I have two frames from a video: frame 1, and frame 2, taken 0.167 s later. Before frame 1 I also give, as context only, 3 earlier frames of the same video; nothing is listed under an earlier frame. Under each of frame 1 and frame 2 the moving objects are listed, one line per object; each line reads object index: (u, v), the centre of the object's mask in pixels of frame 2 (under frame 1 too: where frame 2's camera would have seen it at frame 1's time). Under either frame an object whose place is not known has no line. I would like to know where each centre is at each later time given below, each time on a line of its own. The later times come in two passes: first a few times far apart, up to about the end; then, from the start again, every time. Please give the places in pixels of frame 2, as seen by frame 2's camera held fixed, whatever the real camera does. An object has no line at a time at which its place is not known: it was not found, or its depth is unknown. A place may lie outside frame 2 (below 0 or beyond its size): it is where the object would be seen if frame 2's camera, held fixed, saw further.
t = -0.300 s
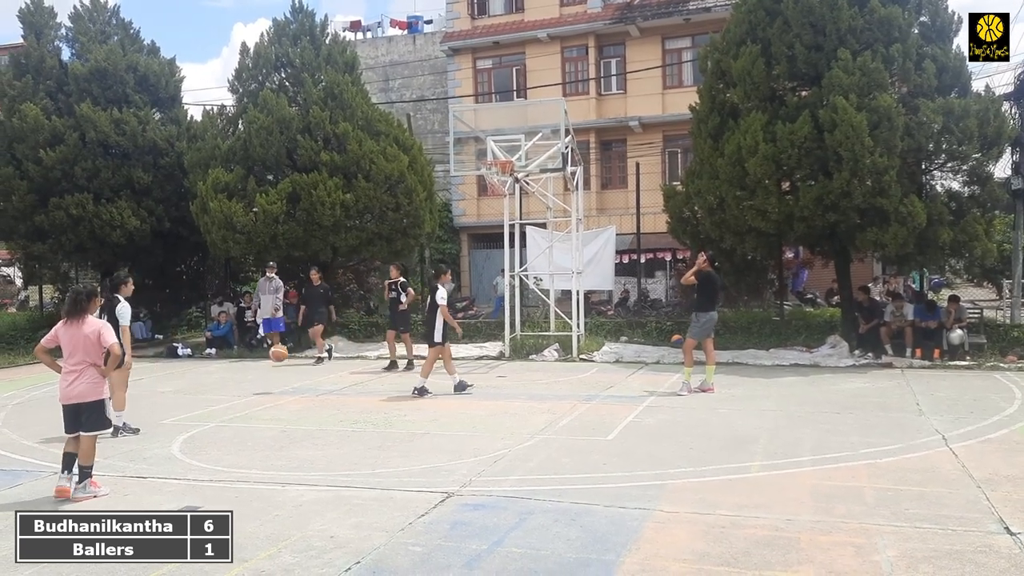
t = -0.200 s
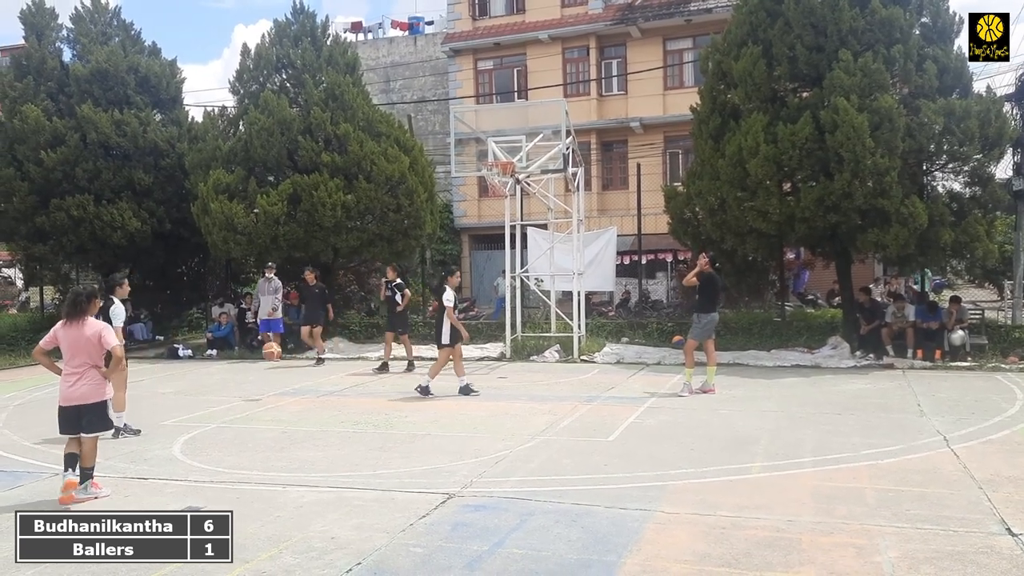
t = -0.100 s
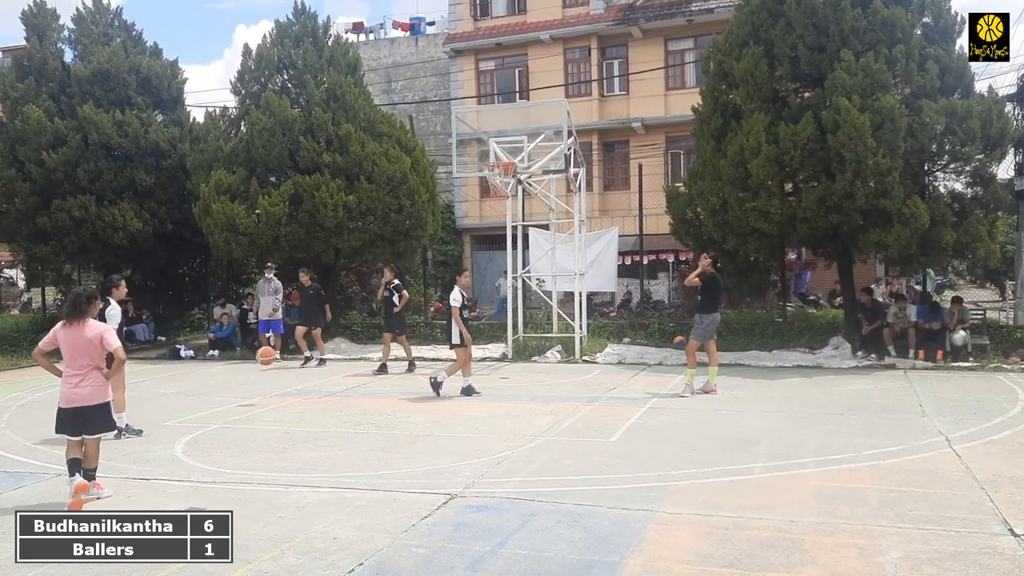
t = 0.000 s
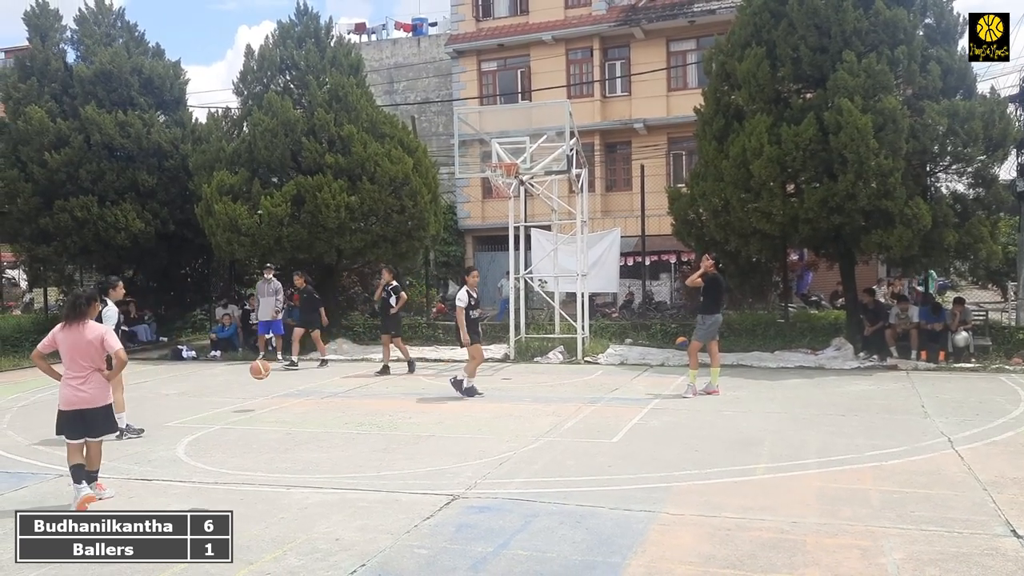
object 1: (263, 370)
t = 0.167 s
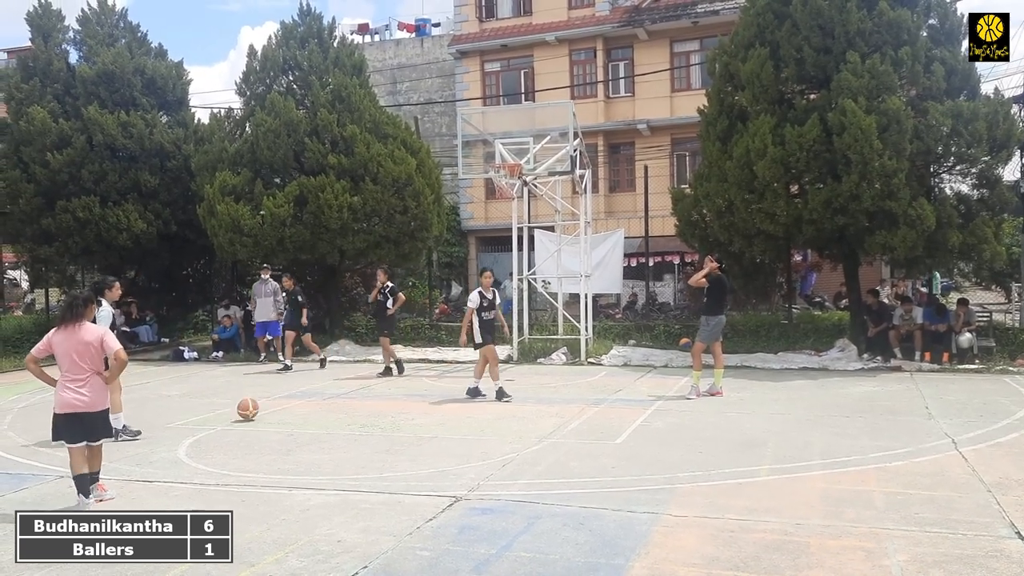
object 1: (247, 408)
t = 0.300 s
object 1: (234, 392)
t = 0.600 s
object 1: (203, 422)
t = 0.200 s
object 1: (244, 403)
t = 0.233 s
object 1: (241, 399)
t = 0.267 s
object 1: (238, 395)
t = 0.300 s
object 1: (234, 392)
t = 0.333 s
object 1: (231, 391)
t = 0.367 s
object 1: (227, 391)
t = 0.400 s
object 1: (224, 392)
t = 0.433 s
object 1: (220, 394)
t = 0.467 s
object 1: (217, 396)
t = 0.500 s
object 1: (213, 401)
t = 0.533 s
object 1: (210, 406)
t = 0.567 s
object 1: (206, 413)
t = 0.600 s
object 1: (203, 422)
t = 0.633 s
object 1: (198, 431)
